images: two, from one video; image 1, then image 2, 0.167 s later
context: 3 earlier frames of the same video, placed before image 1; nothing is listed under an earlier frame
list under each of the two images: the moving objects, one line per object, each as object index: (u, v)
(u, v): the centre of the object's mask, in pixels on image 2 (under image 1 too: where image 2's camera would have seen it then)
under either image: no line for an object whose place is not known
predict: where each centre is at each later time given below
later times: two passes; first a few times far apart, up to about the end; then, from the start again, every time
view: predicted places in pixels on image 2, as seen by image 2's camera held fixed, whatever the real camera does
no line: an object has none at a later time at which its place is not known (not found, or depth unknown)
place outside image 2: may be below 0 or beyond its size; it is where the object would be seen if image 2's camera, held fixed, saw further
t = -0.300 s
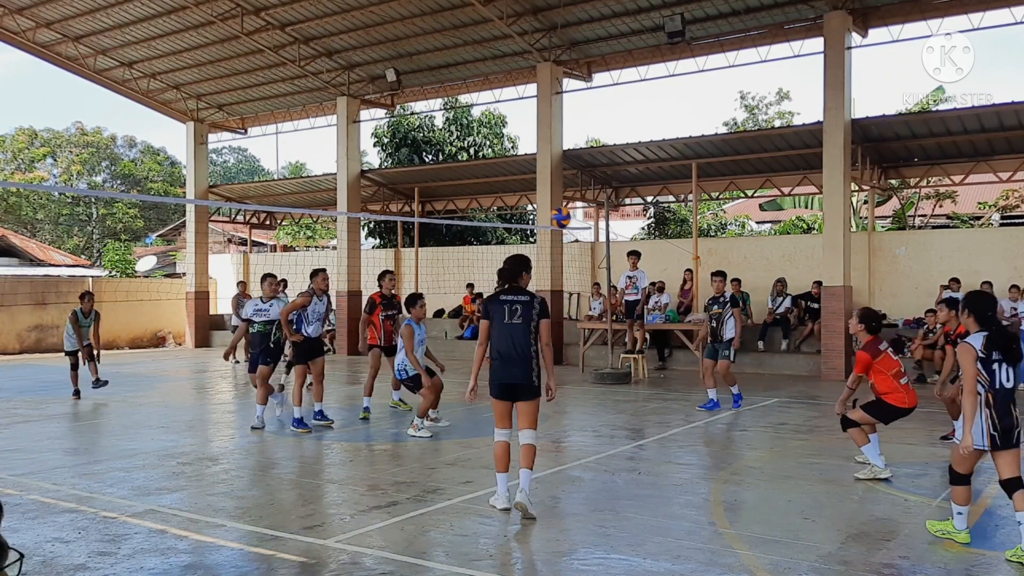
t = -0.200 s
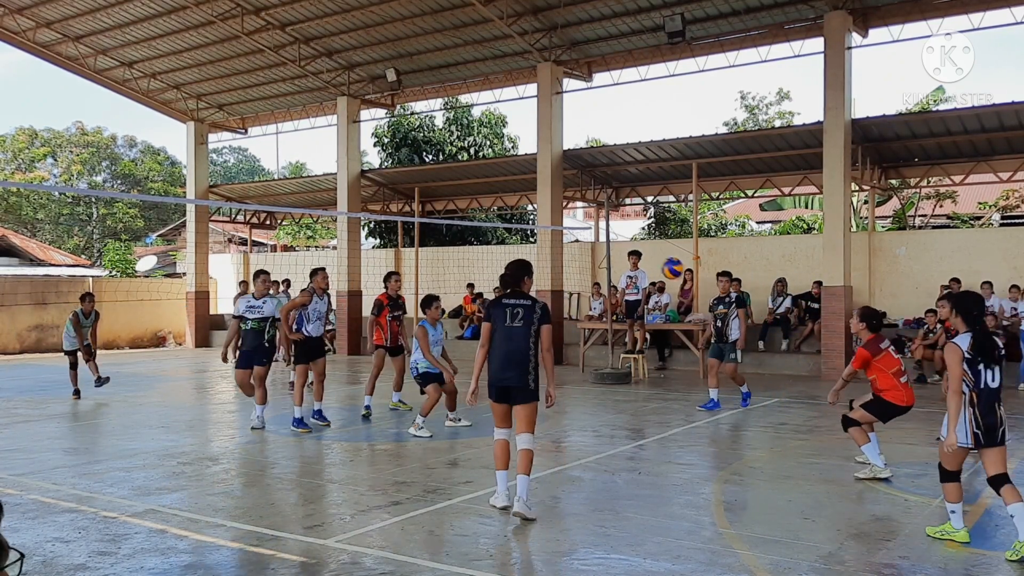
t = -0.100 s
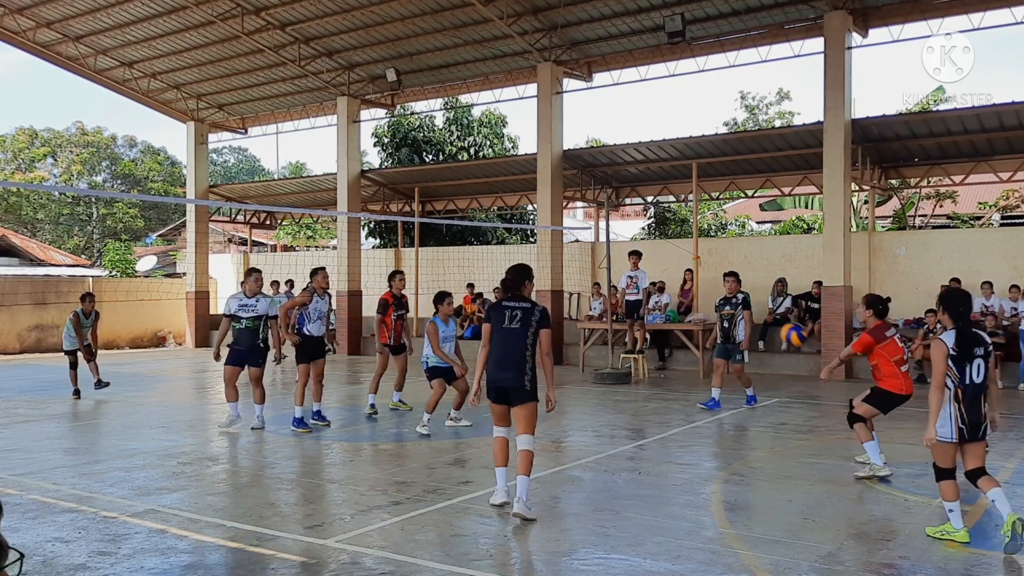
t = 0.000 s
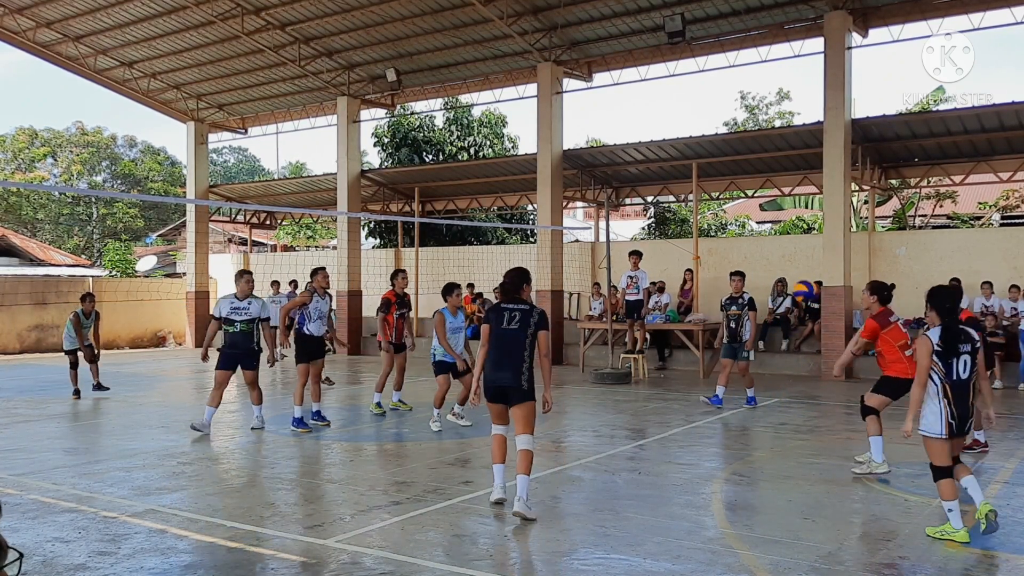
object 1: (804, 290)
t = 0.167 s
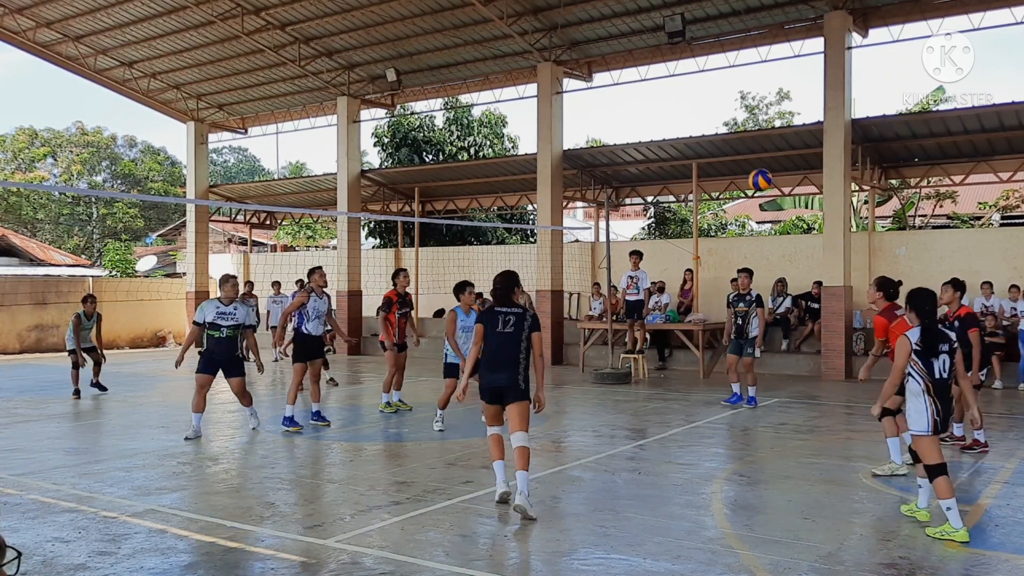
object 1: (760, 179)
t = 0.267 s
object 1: (736, 130)
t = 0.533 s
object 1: (679, 57)
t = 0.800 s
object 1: (627, 58)
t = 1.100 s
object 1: (576, 134)
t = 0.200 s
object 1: (752, 162)
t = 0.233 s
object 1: (744, 146)
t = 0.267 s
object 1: (736, 130)
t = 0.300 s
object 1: (729, 118)
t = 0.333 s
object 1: (721, 102)
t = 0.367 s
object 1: (714, 93)
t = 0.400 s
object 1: (706, 85)
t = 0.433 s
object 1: (699, 76)
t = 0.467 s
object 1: (692, 69)
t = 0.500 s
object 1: (686, 63)
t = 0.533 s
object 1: (679, 57)
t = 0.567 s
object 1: (672, 54)
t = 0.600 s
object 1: (665, 52)
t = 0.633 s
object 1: (659, 51)
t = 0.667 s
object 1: (653, 50)
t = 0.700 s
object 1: (646, 51)
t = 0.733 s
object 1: (640, 52)
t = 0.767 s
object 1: (633, 55)
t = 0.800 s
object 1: (627, 58)
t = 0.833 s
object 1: (622, 63)
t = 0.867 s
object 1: (616, 68)
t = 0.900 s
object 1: (609, 75)
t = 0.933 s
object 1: (604, 83)
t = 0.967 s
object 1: (598, 91)
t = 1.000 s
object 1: (592, 100)
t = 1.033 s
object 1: (587, 111)
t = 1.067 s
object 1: (581, 122)
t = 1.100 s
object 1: (576, 134)
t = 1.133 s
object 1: (571, 145)
